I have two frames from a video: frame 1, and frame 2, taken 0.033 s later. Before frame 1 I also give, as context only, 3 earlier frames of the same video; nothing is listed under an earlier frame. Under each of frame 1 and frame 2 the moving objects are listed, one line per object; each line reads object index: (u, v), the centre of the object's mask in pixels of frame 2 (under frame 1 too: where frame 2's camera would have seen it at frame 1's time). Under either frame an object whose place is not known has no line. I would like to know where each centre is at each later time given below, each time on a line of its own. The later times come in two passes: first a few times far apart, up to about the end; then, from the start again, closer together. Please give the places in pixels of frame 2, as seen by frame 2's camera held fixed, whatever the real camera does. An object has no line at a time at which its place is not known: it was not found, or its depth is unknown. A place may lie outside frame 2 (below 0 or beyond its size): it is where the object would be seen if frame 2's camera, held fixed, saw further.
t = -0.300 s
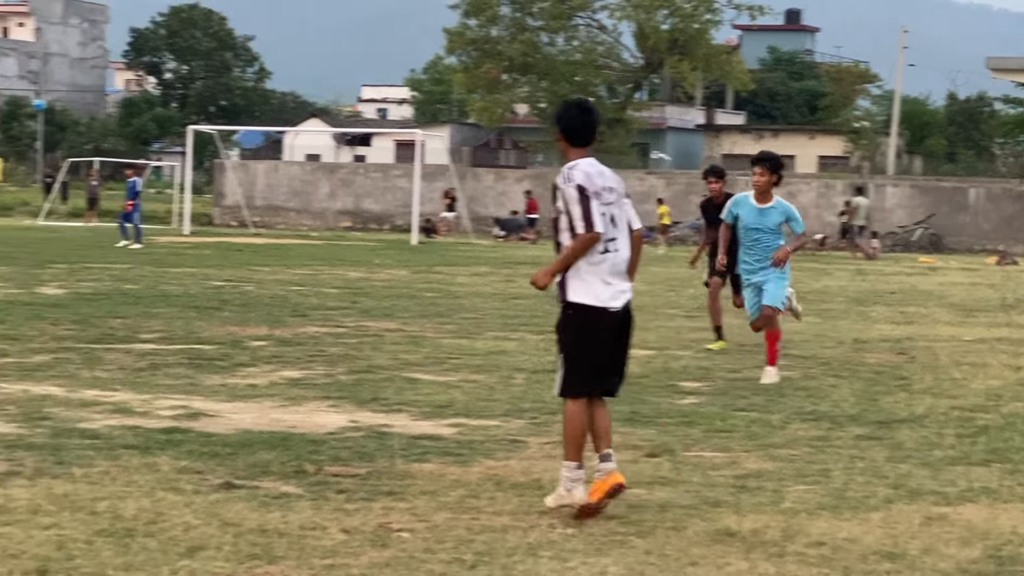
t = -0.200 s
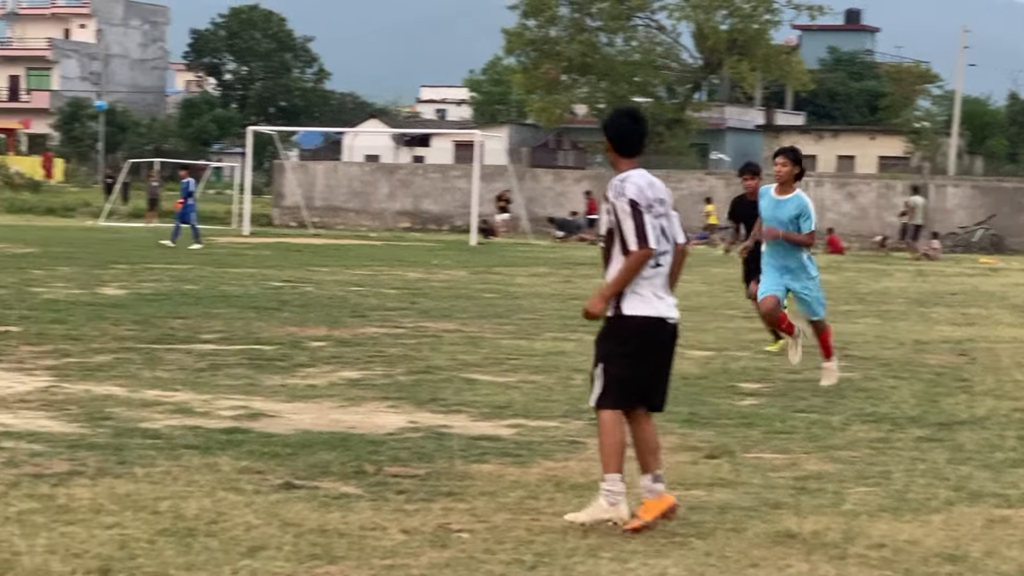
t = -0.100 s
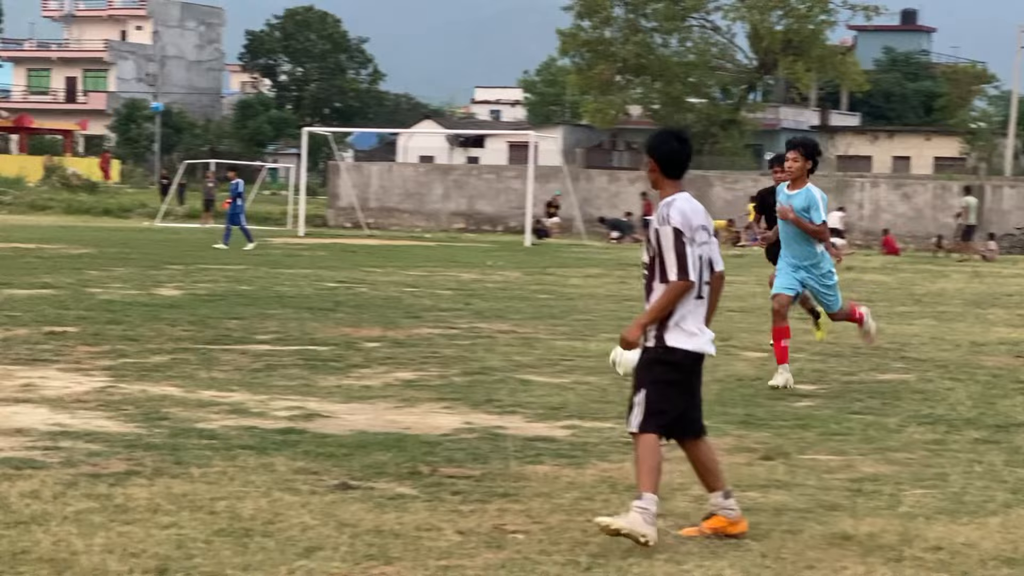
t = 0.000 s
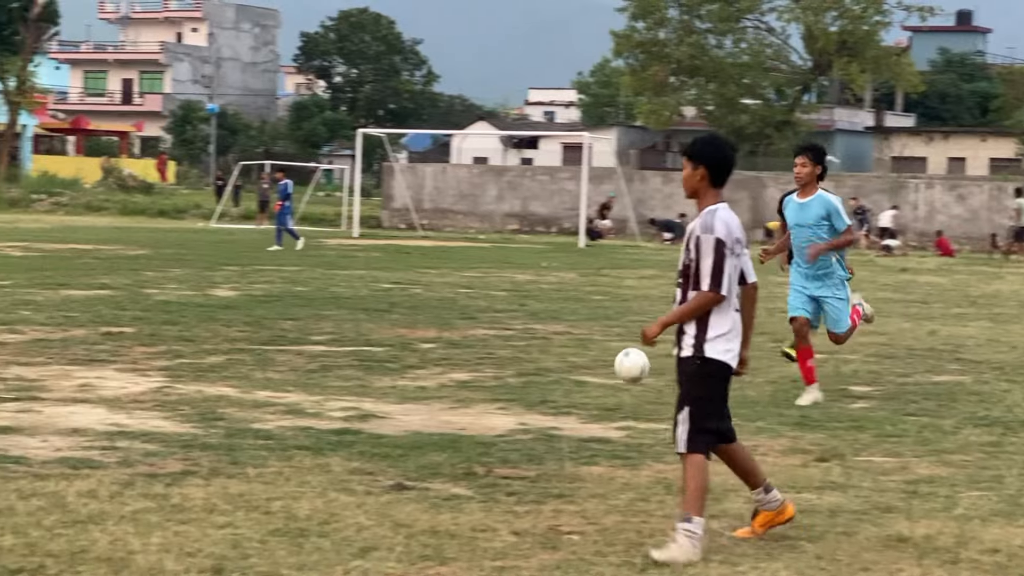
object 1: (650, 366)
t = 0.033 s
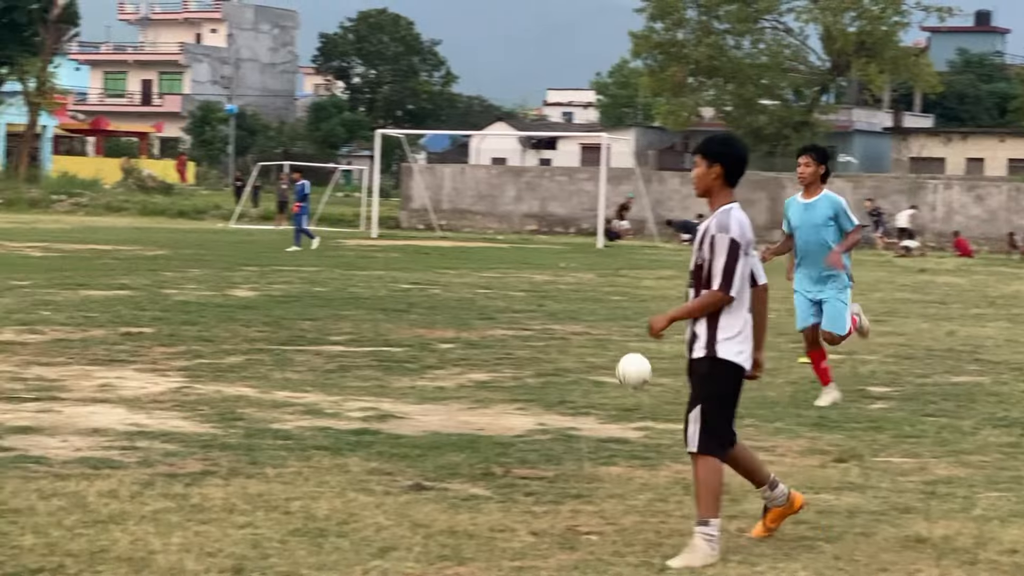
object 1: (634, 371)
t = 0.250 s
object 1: (521, 376)
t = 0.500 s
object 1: (379, 384)
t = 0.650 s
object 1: (282, 416)
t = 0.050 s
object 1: (625, 374)
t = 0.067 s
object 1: (615, 377)
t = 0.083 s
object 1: (607, 381)
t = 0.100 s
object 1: (599, 385)
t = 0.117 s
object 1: (589, 392)
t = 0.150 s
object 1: (572, 402)
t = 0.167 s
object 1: (564, 396)
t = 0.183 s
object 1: (555, 392)
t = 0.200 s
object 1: (547, 388)
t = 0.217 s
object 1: (538, 384)
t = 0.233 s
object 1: (529, 380)
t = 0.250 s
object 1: (521, 376)
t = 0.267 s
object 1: (513, 374)
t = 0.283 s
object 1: (505, 372)
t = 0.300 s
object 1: (494, 369)
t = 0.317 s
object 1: (485, 367)
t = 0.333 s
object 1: (476, 366)
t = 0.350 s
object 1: (467, 366)
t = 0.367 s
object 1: (458, 367)
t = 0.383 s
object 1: (448, 367)
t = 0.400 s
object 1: (439, 368)
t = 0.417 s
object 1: (429, 369)
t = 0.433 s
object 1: (419, 370)
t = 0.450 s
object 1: (409, 373)
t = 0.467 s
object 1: (400, 376)
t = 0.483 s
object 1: (390, 379)
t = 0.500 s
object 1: (379, 384)
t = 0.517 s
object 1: (369, 389)
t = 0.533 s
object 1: (358, 393)
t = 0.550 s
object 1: (348, 399)
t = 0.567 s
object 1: (337, 405)
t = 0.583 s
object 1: (326, 411)
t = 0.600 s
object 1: (315, 419)
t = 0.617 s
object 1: (304, 421)
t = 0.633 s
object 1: (292, 418)
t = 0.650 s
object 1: (282, 416)
